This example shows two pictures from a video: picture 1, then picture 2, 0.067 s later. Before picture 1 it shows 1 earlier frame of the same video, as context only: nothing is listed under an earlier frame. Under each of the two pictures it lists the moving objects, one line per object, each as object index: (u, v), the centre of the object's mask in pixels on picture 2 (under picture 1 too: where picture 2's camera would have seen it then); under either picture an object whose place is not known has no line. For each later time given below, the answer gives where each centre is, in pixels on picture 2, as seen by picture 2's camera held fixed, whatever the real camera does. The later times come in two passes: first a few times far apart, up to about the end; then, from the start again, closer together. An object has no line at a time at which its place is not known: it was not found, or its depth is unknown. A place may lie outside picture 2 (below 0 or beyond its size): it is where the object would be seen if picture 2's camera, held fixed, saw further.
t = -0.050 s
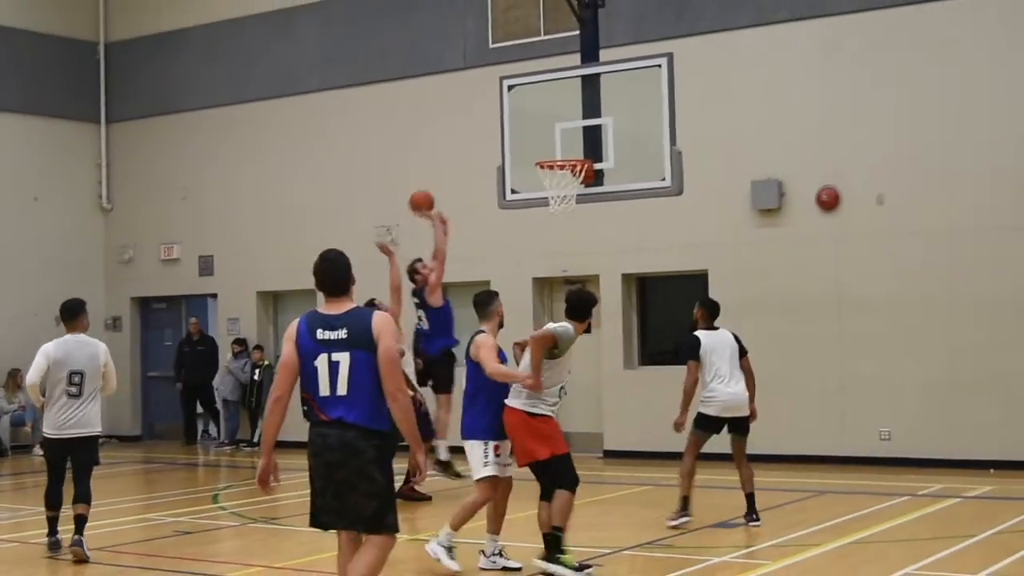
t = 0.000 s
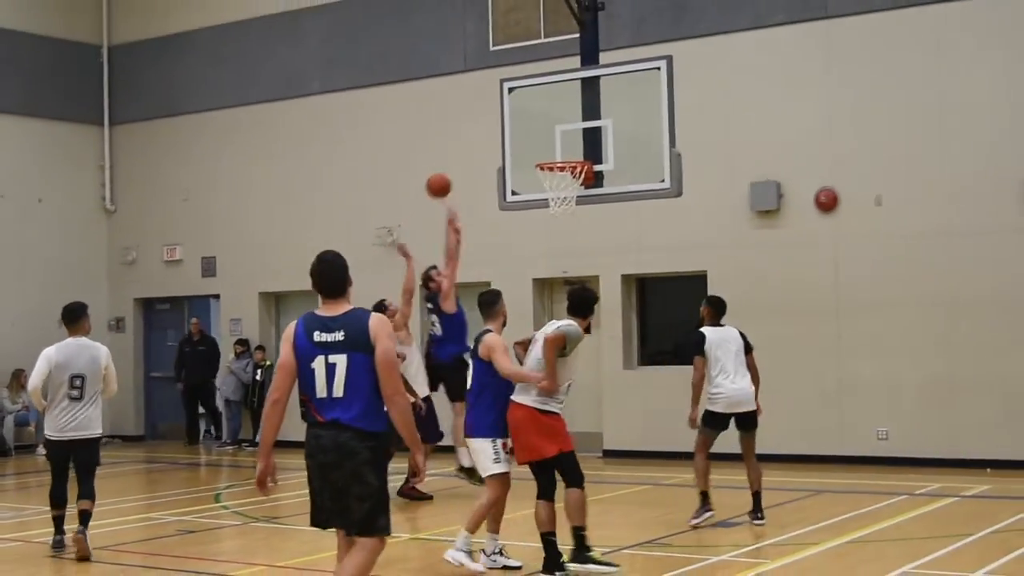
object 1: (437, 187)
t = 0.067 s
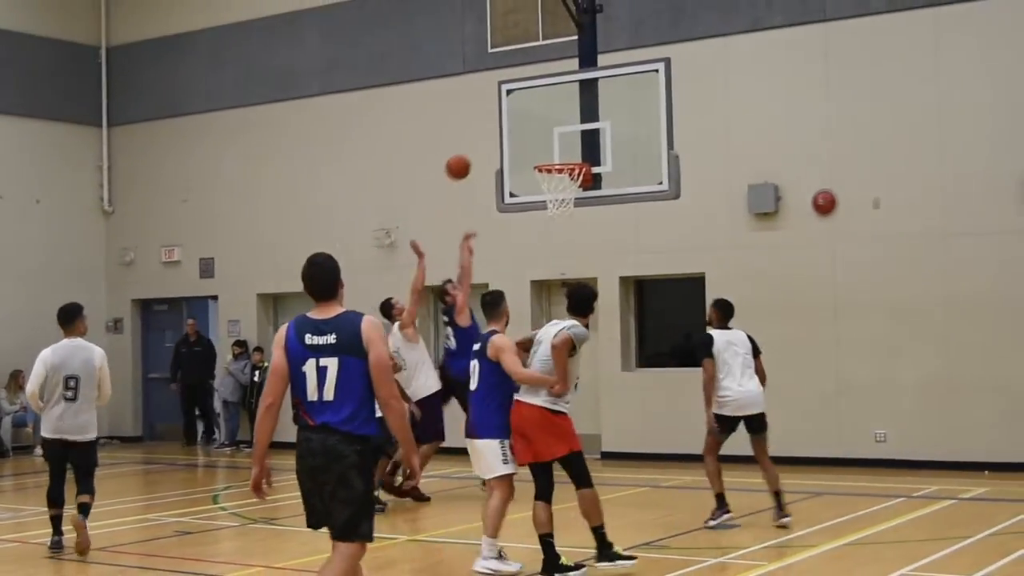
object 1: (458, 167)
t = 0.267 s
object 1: (516, 134)
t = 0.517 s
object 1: (541, 154)
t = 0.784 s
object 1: (568, 183)
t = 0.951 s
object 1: (563, 217)
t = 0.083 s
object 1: (463, 162)
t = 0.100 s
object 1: (468, 158)
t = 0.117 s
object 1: (474, 155)
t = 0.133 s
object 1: (479, 151)
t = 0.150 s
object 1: (484, 148)
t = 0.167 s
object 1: (489, 145)
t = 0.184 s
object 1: (495, 142)
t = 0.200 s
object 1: (500, 140)
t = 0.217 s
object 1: (506, 138)
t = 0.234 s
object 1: (511, 136)
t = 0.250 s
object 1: (514, 135)
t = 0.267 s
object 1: (516, 134)
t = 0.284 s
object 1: (517, 133)
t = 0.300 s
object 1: (519, 133)
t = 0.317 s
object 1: (521, 133)
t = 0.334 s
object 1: (522, 133)
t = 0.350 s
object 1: (524, 134)
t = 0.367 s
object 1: (526, 135)
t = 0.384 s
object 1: (527, 136)
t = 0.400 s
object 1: (529, 137)
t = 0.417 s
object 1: (531, 139)
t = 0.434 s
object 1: (532, 141)
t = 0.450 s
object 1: (534, 144)
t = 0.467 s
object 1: (536, 146)
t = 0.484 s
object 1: (538, 149)
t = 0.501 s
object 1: (539, 152)
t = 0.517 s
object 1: (541, 154)
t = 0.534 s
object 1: (544, 154)
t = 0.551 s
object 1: (546, 154)
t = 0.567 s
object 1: (549, 154)
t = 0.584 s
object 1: (551, 155)
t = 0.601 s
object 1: (553, 155)
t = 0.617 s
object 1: (556, 156)
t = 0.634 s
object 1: (558, 156)
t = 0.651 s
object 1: (561, 158)
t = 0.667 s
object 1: (564, 159)
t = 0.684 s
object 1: (567, 160)
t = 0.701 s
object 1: (567, 161)
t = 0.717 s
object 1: (570, 170)
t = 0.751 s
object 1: (567, 178)
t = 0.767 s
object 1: (568, 180)
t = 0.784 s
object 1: (568, 183)
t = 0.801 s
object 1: (568, 183)
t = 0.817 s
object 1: (568, 186)
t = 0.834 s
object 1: (567, 188)
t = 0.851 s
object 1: (566, 192)
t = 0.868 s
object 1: (566, 195)
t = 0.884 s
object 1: (565, 198)
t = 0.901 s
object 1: (564, 202)
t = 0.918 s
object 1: (566, 213)
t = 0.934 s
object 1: (565, 215)
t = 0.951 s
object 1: (563, 217)
